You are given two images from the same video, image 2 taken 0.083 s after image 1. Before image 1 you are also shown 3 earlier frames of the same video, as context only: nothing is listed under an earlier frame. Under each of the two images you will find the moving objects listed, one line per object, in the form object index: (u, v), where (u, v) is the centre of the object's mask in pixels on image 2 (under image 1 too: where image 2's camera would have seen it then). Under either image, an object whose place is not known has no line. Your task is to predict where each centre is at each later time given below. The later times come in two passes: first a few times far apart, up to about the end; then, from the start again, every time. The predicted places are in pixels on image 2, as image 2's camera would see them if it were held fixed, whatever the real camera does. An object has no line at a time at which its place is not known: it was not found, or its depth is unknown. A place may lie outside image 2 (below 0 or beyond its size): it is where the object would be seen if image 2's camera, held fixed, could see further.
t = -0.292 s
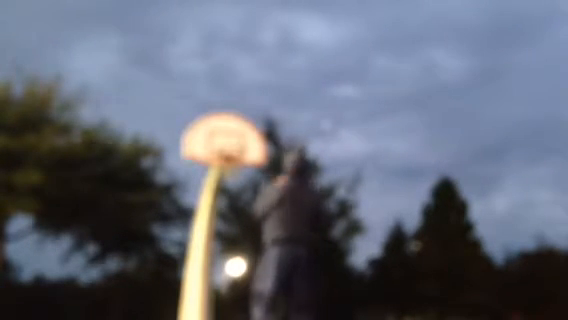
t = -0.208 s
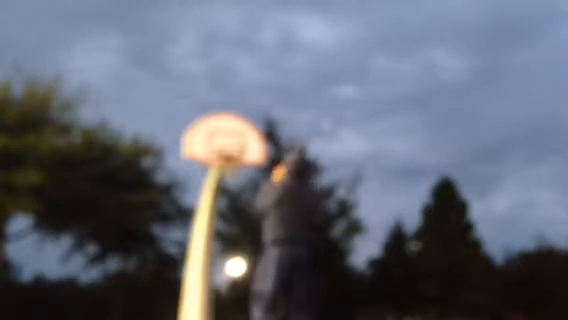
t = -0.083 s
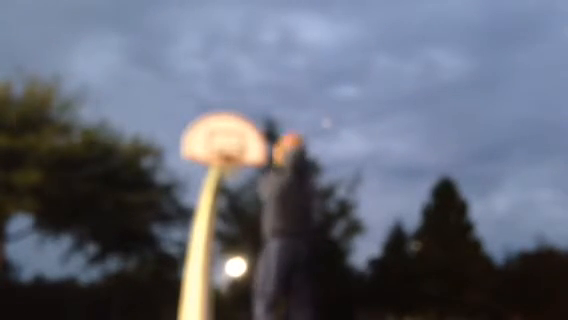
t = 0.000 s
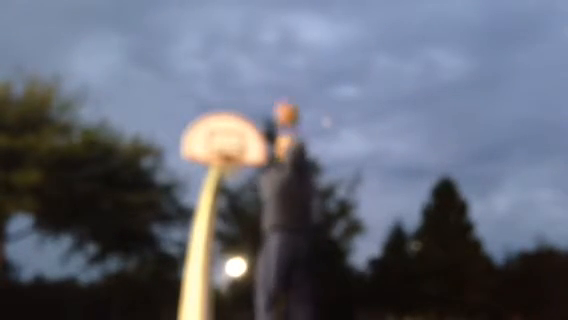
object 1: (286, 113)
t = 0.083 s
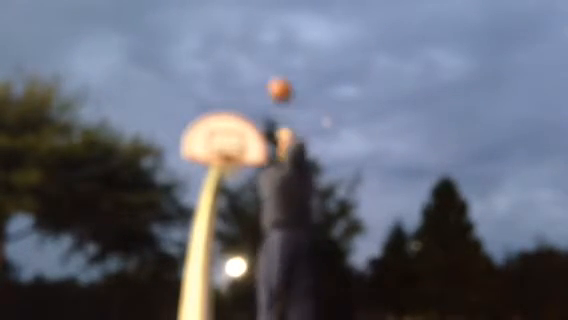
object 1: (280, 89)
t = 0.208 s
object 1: (270, 68)
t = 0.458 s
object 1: (253, 64)
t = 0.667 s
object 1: (242, 92)
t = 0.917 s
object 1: (231, 135)
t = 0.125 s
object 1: (276, 82)
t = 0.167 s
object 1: (272, 74)
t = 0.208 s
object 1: (270, 68)
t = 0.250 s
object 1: (267, 64)
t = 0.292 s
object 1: (264, 62)
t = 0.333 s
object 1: (261, 61)
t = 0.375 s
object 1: (259, 61)
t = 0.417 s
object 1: (257, 62)
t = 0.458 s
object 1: (253, 64)
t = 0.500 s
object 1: (251, 66)
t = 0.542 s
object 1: (248, 73)
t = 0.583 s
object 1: (245, 79)
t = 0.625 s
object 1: (244, 85)
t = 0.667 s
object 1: (242, 92)
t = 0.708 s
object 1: (239, 99)
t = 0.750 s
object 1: (237, 110)
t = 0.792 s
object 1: (236, 118)
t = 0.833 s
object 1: (233, 131)
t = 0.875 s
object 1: (231, 139)
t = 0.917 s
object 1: (231, 135)
